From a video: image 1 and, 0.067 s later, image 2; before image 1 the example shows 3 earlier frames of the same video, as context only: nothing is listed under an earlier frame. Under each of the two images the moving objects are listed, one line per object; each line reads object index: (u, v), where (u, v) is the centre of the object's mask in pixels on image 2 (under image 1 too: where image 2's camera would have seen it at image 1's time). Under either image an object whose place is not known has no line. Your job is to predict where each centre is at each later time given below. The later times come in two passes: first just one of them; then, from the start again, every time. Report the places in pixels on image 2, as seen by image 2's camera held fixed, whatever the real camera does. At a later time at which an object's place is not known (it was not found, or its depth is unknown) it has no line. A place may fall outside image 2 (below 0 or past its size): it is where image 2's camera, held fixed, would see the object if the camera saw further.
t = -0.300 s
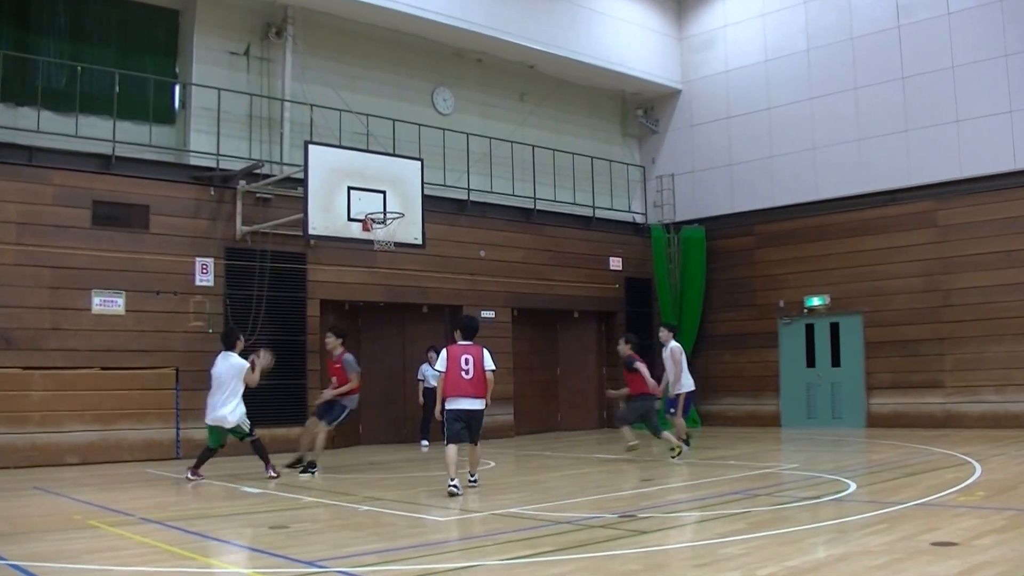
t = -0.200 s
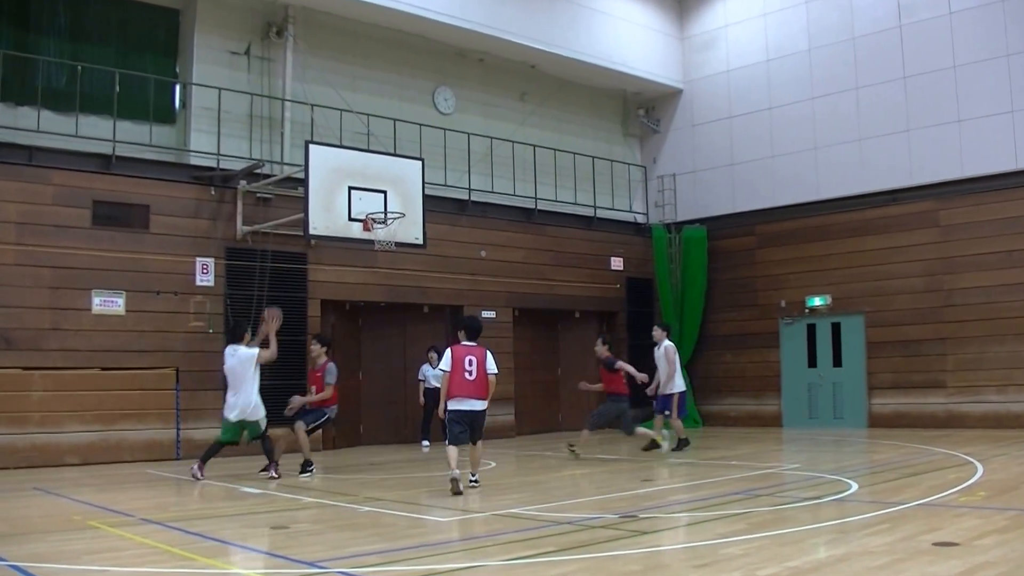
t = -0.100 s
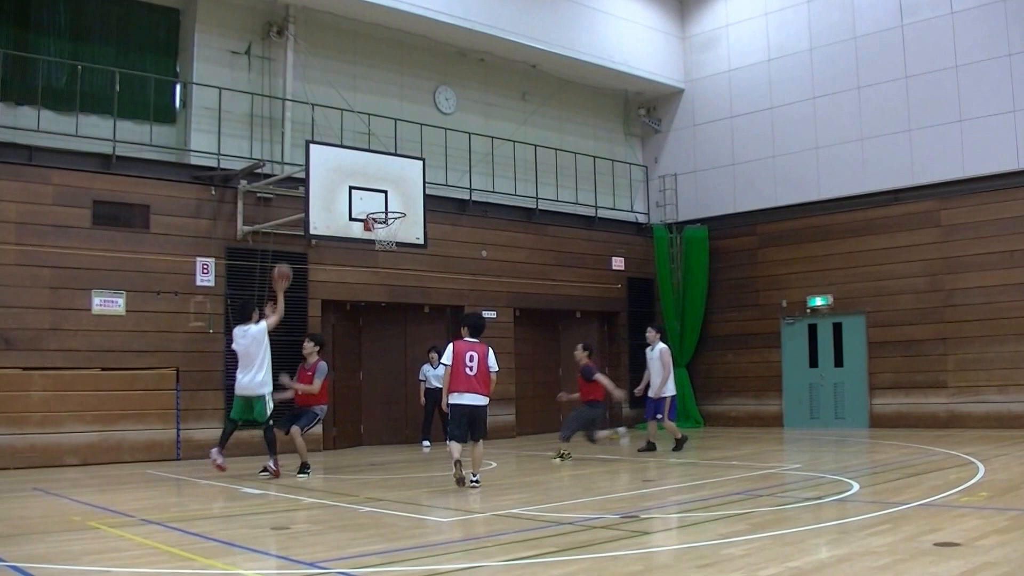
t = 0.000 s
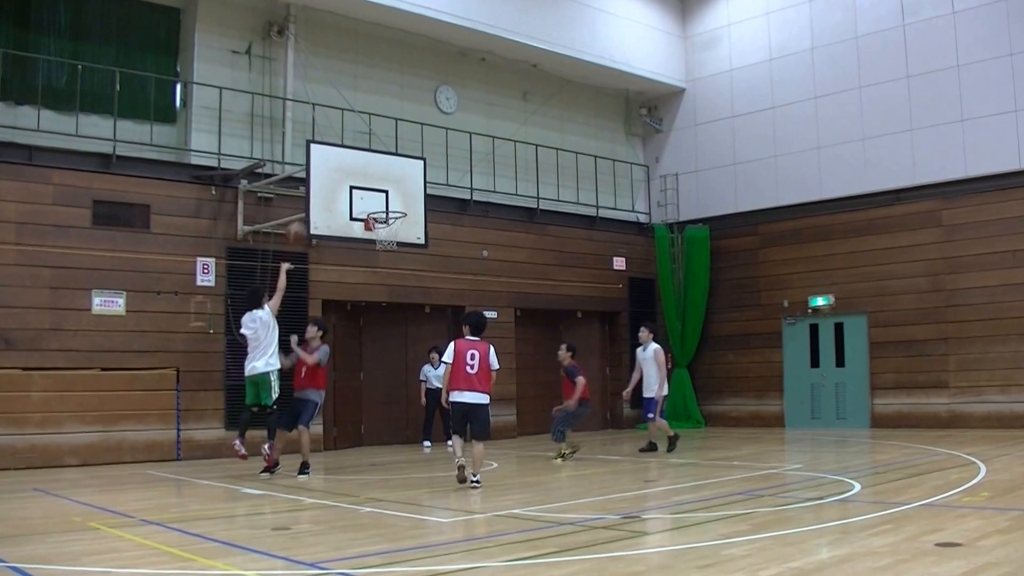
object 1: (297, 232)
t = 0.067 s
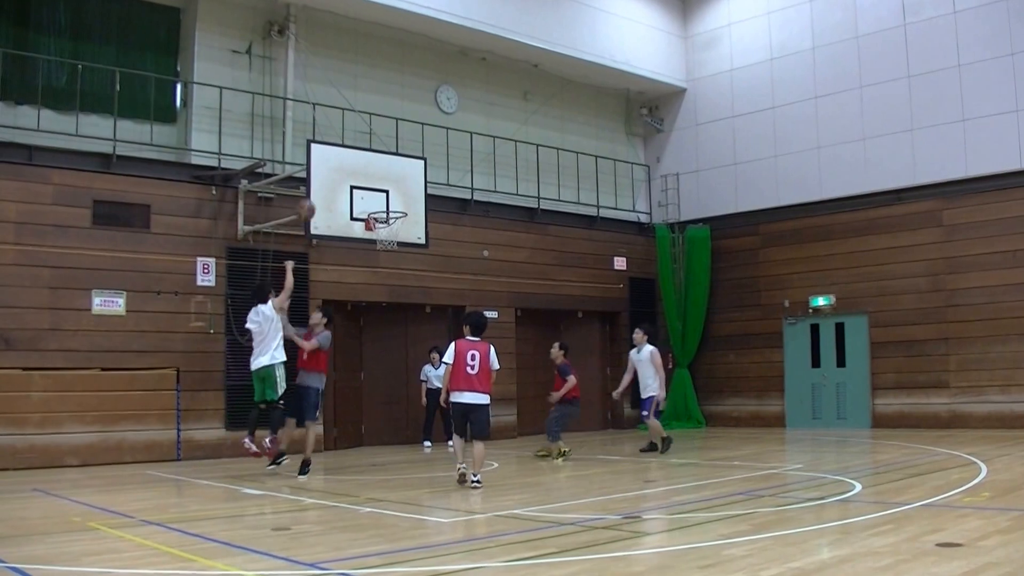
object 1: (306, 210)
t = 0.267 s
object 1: (330, 167)
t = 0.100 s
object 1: (309, 200)
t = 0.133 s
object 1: (313, 192)
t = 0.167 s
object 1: (318, 184)
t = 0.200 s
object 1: (322, 177)
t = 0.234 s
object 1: (326, 172)
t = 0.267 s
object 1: (330, 167)
